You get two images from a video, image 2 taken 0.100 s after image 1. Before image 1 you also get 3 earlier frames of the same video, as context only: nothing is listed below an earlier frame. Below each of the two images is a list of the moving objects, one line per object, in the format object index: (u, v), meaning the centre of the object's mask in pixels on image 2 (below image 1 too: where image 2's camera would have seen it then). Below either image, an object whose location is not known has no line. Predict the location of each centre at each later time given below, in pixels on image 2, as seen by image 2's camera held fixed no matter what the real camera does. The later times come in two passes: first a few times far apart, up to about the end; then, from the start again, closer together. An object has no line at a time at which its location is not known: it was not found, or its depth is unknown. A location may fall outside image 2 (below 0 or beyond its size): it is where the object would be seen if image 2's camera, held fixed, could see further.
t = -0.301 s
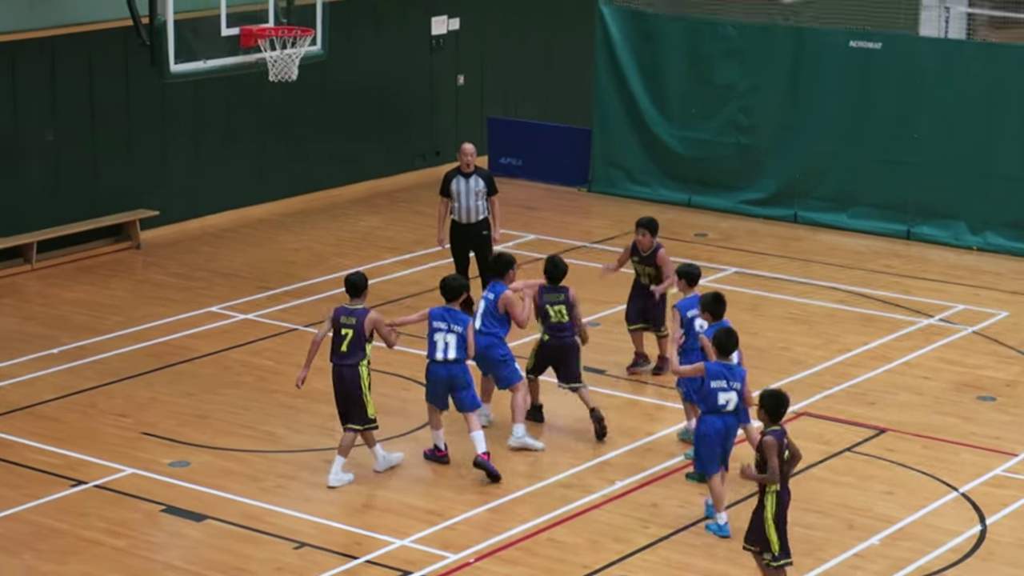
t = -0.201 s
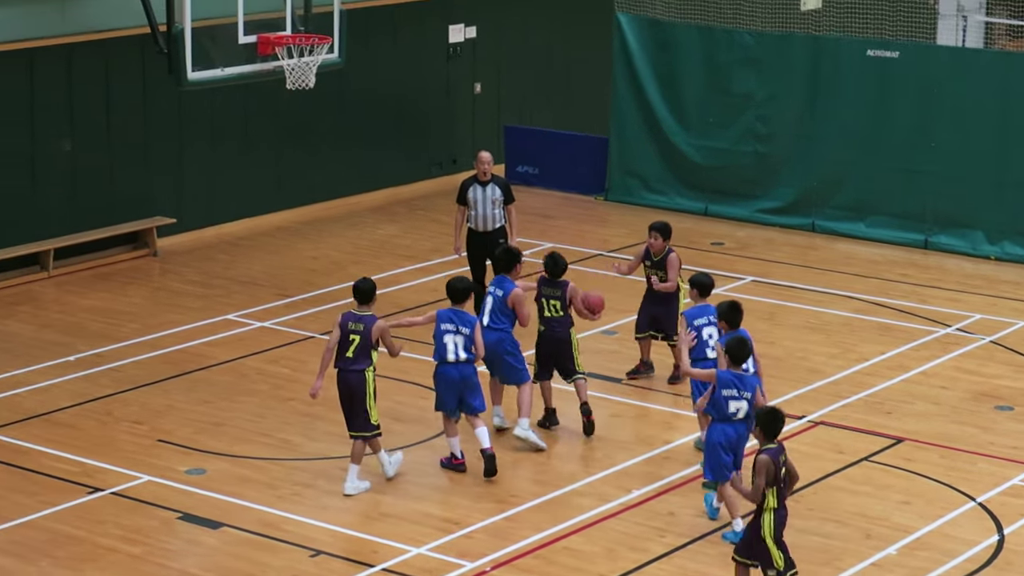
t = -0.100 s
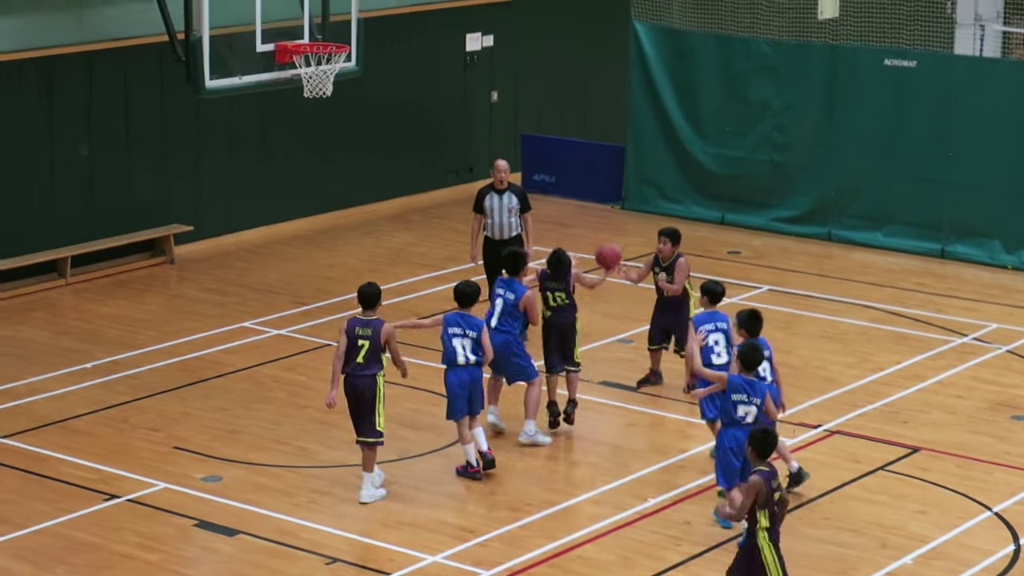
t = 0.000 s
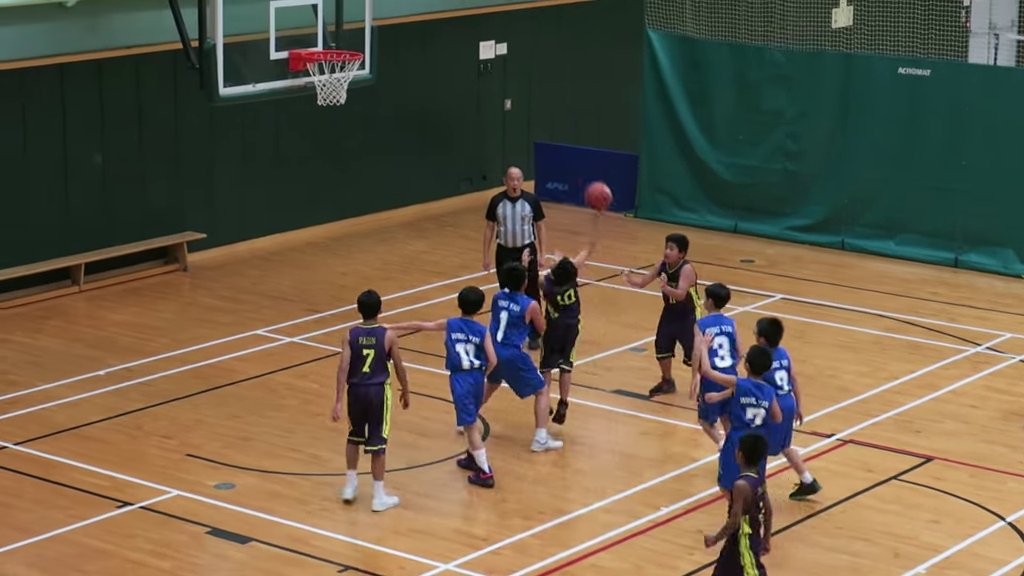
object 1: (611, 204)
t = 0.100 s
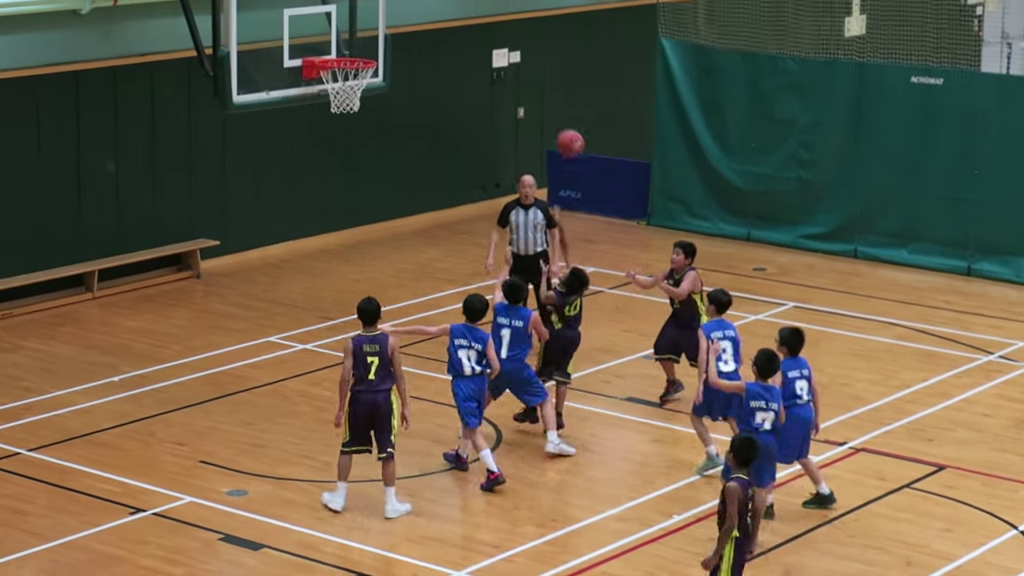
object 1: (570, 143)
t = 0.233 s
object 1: (517, 82)
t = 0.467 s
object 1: (420, 25)
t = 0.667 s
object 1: (351, 26)
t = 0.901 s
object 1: (360, 82)
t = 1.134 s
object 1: (333, 83)
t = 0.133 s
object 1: (557, 125)
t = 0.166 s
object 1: (544, 109)
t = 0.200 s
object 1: (530, 95)
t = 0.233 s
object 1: (517, 82)
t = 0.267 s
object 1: (504, 70)
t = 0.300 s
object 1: (490, 58)
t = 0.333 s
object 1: (477, 49)
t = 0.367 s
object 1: (462, 41)
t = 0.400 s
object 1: (448, 35)
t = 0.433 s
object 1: (434, 29)
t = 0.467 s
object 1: (420, 25)
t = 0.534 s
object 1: (393, 20)
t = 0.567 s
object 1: (380, 20)
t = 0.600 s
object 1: (366, 21)
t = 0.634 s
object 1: (353, 23)
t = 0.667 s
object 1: (351, 26)
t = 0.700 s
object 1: (355, 35)
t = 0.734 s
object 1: (358, 42)
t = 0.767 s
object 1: (361, 50)
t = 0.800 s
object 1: (365, 56)
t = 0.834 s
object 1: (365, 68)
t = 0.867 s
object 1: (362, 77)
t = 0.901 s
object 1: (360, 82)
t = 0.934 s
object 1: (357, 82)
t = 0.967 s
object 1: (352, 80)
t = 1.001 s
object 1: (345, 81)
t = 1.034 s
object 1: (342, 82)
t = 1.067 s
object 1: (339, 82)
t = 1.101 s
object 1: (337, 82)
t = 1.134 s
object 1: (333, 83)
